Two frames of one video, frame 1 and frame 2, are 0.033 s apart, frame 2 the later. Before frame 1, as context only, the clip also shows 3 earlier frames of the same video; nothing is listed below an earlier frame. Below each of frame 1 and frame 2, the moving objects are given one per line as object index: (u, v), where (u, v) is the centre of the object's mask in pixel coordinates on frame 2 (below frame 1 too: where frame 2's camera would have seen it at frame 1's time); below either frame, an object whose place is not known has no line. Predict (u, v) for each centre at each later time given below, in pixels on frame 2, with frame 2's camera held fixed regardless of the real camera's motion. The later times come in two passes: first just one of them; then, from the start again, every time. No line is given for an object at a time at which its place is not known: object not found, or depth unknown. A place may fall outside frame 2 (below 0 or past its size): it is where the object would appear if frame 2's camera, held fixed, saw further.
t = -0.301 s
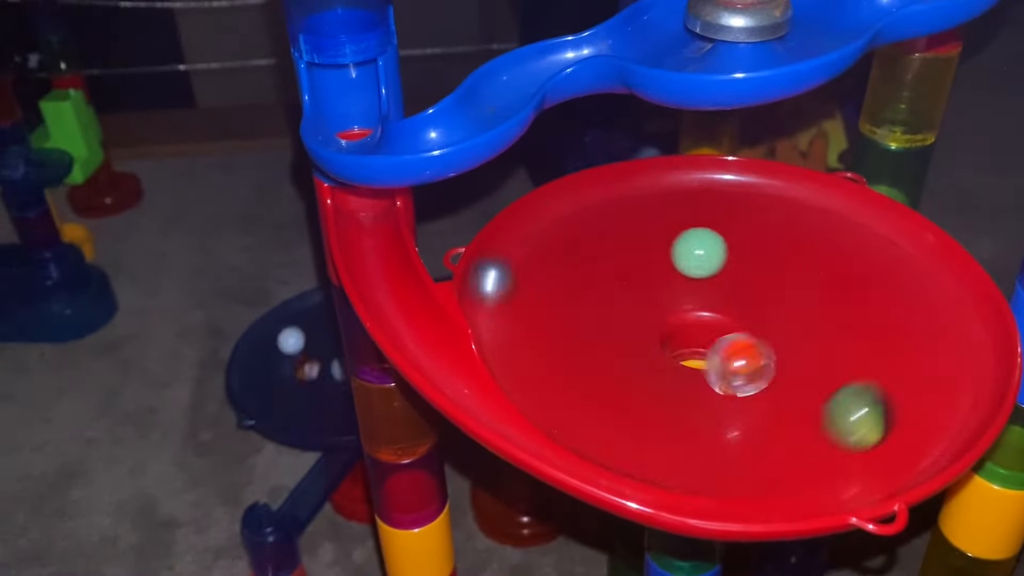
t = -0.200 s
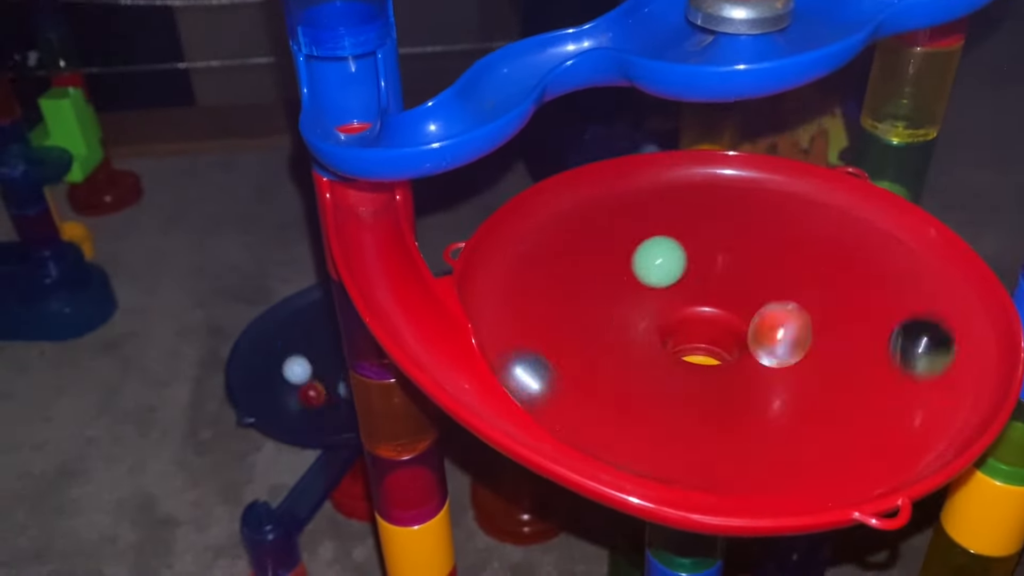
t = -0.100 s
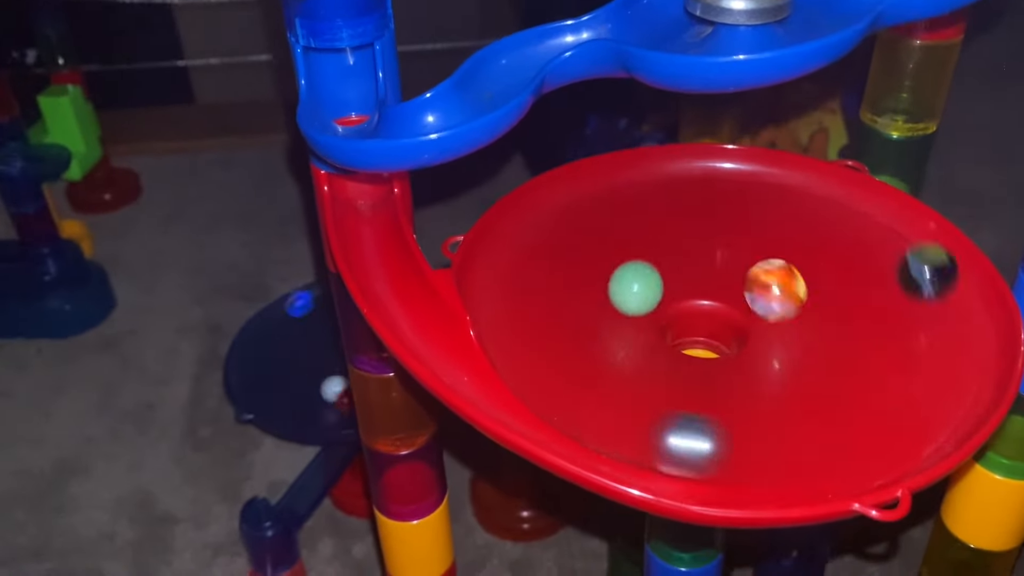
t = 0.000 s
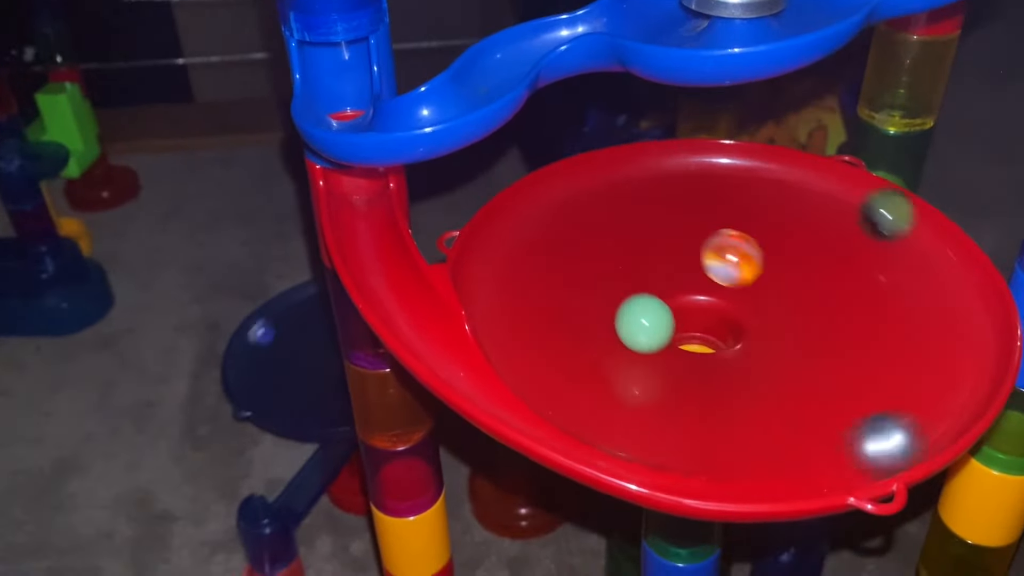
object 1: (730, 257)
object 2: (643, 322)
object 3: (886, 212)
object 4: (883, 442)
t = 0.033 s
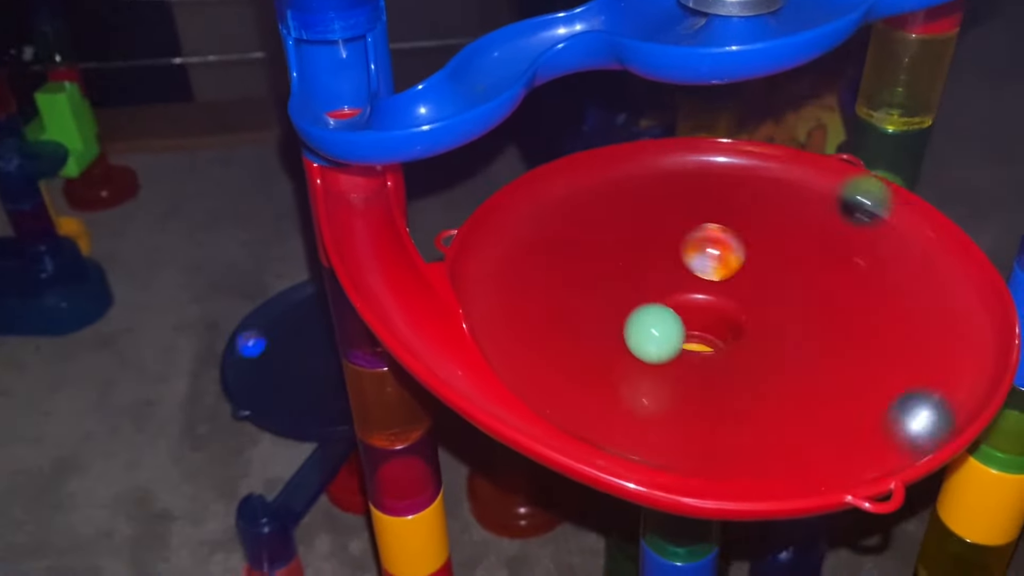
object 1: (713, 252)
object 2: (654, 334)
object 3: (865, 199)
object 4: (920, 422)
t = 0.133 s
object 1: (660, 251)
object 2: (703, 355)
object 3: (786, 179)
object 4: (958, 333)
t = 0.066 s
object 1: (694, 250)
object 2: (669, 343)
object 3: (841, 190)
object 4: (940, 392)
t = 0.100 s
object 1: (677, 249)
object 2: (686, 351)
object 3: (815, 183)
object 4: (953, 362)
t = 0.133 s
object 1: (660, 251)
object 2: (703, 355)
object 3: (786, 179)
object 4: (958, 333)
